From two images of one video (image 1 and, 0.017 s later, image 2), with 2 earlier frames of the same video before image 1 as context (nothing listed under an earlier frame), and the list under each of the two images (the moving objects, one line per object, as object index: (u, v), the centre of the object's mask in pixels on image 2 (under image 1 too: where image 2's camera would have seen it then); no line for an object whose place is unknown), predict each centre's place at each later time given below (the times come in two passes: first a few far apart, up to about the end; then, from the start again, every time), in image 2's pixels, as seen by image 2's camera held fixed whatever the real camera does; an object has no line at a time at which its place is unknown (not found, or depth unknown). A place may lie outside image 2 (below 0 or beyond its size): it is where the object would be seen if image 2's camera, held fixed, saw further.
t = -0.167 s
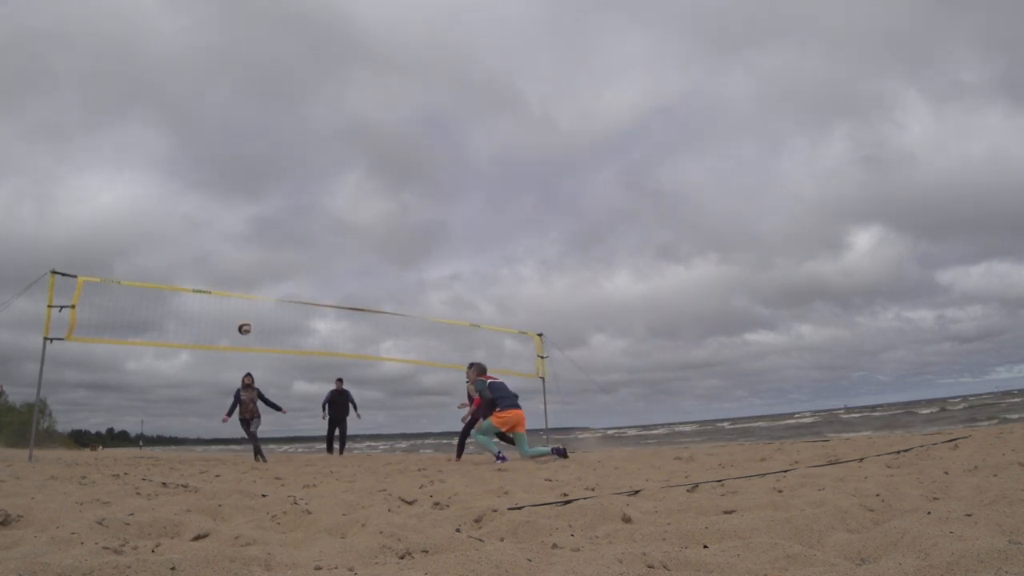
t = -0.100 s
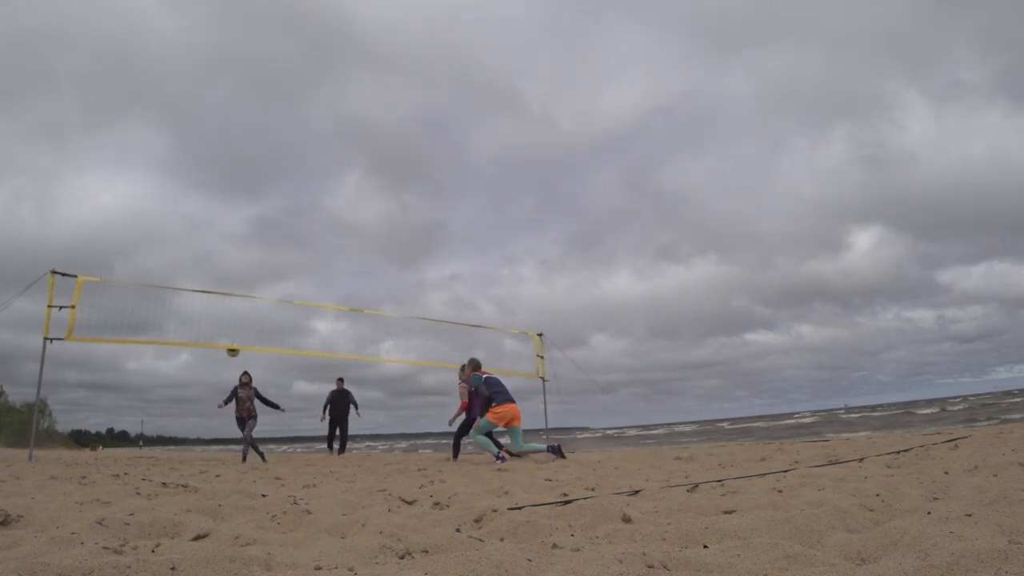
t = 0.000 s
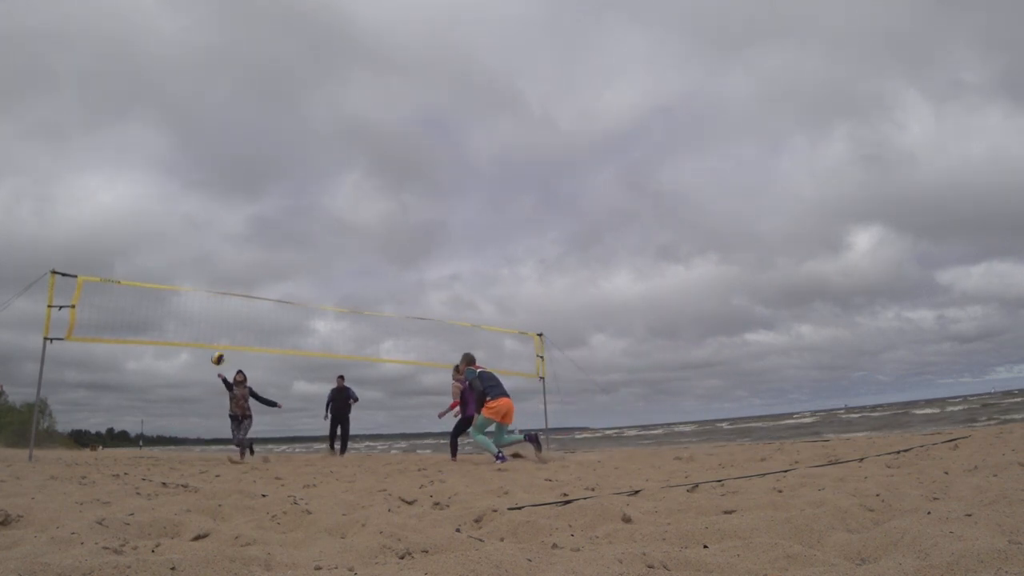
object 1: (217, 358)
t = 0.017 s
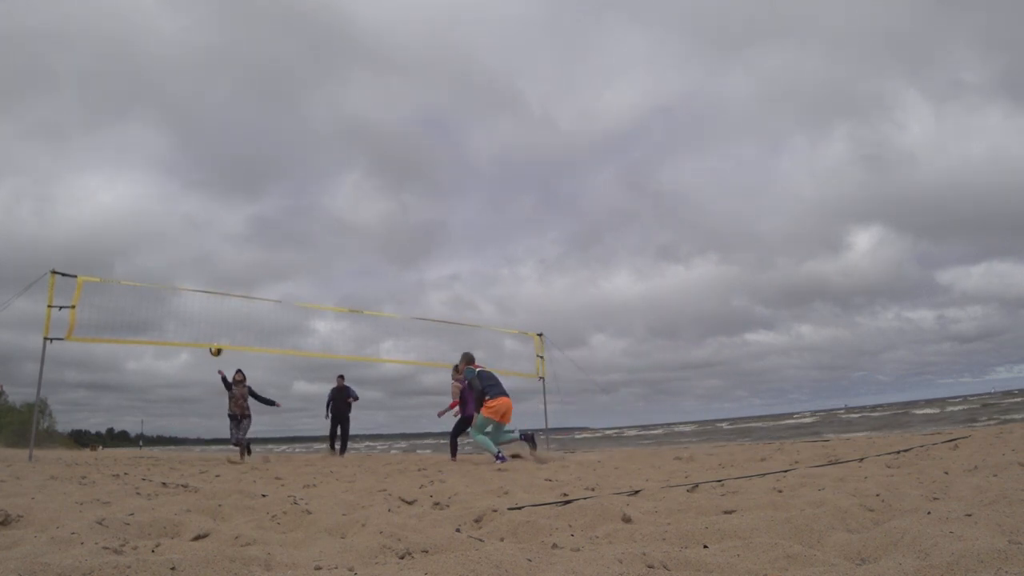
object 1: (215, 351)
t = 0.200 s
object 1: (196, 267)
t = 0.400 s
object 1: (173, 202)
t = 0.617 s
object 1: (147, 158)
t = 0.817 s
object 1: (119, 141)
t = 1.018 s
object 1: (86, 144)
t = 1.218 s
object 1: (44, 171)
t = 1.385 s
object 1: (5, 214)
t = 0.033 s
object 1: (214, 340)
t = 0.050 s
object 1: (212, 333)
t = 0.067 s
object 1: (210, 325)
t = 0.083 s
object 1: (208, 317)
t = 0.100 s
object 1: (207, 309)
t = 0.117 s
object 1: (205, 302)
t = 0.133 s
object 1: (203, 295)
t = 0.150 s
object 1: (202, 287)
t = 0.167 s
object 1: (200, 281)
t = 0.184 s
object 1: (198, 274)
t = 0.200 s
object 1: (196, 267)
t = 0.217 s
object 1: (194, 261)
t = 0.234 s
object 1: (192, 255)
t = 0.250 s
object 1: (190, 249)
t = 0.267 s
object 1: (188, 243)
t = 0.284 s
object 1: (187, 237)
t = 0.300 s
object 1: (185, 232)
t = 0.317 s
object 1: (183, 226)
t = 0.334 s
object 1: (181, 221)
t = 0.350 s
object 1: (179, 216)
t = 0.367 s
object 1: (177, 211)
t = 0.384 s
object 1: (175, 207)
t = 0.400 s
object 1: (173, 202)
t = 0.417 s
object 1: (171, 198)
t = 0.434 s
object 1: (169, 193)
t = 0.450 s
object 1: (167, 190)
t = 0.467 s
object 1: (165, 186)
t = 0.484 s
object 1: (163, 182)
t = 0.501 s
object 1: (162, 179)
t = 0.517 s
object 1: (160, 175)
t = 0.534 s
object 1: (157, 173)
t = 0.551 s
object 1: (155, 169)
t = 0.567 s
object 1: (153, 166)
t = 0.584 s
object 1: (151, 164)
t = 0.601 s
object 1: (149, 161)
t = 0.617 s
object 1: (147, 158)
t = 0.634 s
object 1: (145, 156)
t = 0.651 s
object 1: (142, 154)
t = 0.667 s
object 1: (140, 152)
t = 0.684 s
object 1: (138, 150)
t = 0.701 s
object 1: (136, 148)
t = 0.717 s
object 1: (134, 147)
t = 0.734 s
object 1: (131, 145)
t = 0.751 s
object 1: (129, 144)
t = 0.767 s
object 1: (127, 143)
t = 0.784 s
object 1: (125, 142)
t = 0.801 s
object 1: (122, 141)
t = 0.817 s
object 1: (119, 141)
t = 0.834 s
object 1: (117, 140)
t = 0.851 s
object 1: (114, 140)
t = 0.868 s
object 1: (112, 139)
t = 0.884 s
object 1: (109, 139)
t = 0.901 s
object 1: (107, 140)
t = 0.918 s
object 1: (103, 140)
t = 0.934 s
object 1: (101, 140)
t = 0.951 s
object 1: (98, 141)
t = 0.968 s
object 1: (95, 141)
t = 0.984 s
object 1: (92, 142)
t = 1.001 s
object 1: (89, 143)
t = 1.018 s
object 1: (86, 144)
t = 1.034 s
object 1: (83, 146)
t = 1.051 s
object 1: (80, 147)
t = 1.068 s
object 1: (76, 149)
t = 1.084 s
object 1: (73, 150)
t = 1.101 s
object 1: (69, 152)
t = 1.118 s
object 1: (66, 154)
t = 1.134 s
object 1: (62, 157)
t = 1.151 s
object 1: (59, 159)
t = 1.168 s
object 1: (55, 162)
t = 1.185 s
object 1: (52, 165)
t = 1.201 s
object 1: (48, 168)
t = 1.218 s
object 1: (44, 171)
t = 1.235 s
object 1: (40, 174)
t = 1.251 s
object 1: (36, 177)
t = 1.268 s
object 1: (32, 181)
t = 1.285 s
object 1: (28, 185)
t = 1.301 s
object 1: (24, 190)
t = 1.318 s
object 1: (19, 194)
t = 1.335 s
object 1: (15, 199)
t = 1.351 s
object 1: (10, 203)
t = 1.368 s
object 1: (7, 208)
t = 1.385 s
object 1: (5, 214)
